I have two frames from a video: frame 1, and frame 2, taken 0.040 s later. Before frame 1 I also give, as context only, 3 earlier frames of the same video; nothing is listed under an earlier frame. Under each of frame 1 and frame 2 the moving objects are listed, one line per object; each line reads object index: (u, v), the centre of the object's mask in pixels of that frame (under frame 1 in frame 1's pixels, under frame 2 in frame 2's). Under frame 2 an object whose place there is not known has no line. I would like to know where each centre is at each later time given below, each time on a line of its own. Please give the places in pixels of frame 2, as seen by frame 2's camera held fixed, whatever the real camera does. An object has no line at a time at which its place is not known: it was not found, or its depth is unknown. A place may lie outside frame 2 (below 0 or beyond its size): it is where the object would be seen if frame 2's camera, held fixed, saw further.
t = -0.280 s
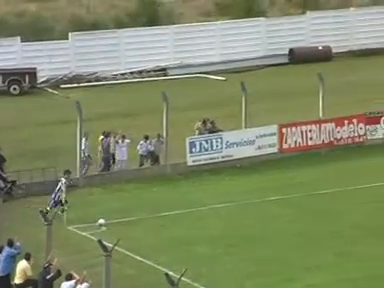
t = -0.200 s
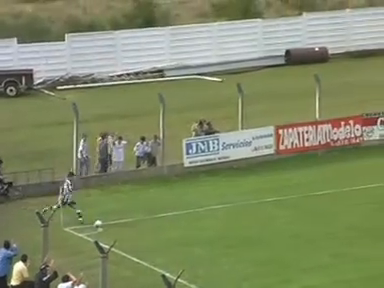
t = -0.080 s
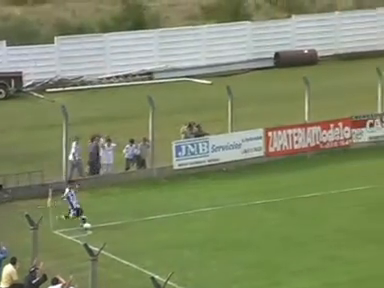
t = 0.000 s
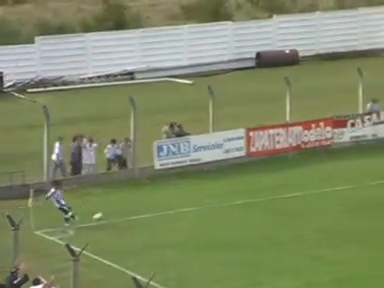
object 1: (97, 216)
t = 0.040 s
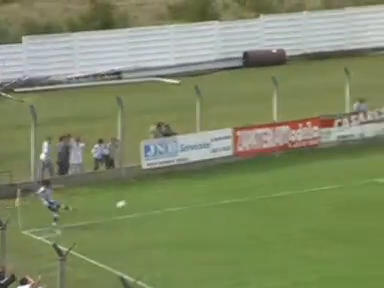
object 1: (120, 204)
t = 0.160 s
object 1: (220, 173)
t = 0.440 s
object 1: (419, 125)
